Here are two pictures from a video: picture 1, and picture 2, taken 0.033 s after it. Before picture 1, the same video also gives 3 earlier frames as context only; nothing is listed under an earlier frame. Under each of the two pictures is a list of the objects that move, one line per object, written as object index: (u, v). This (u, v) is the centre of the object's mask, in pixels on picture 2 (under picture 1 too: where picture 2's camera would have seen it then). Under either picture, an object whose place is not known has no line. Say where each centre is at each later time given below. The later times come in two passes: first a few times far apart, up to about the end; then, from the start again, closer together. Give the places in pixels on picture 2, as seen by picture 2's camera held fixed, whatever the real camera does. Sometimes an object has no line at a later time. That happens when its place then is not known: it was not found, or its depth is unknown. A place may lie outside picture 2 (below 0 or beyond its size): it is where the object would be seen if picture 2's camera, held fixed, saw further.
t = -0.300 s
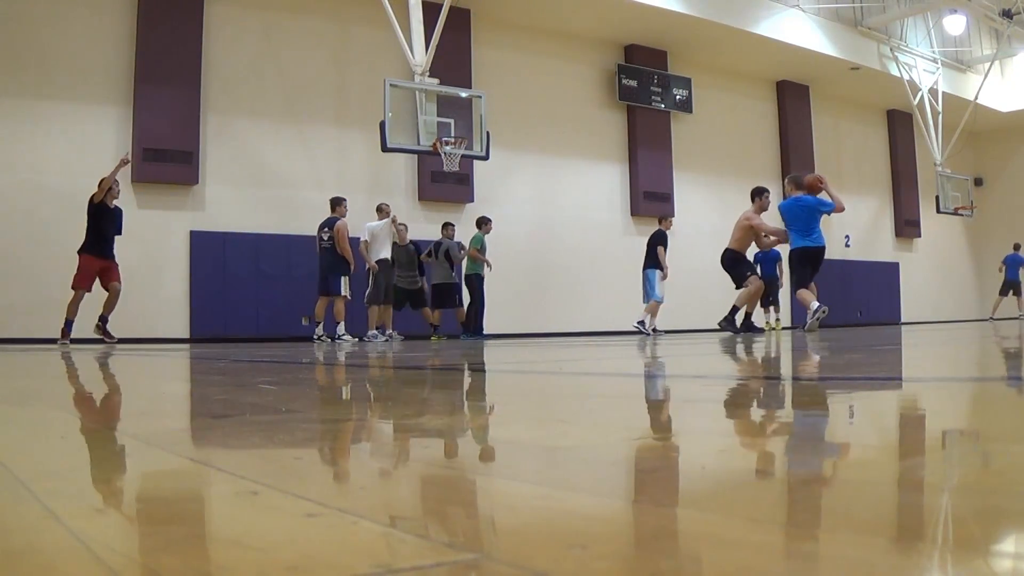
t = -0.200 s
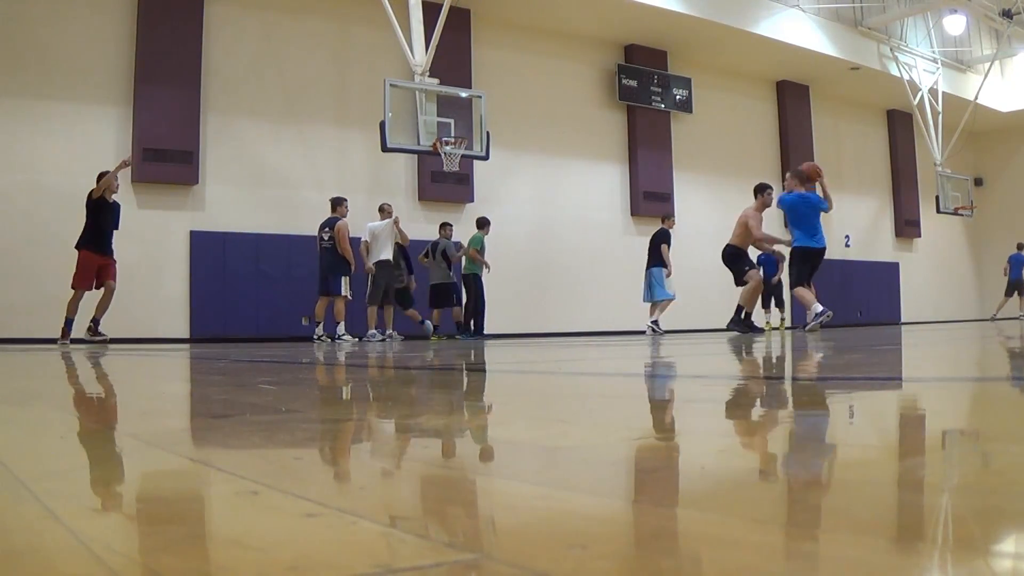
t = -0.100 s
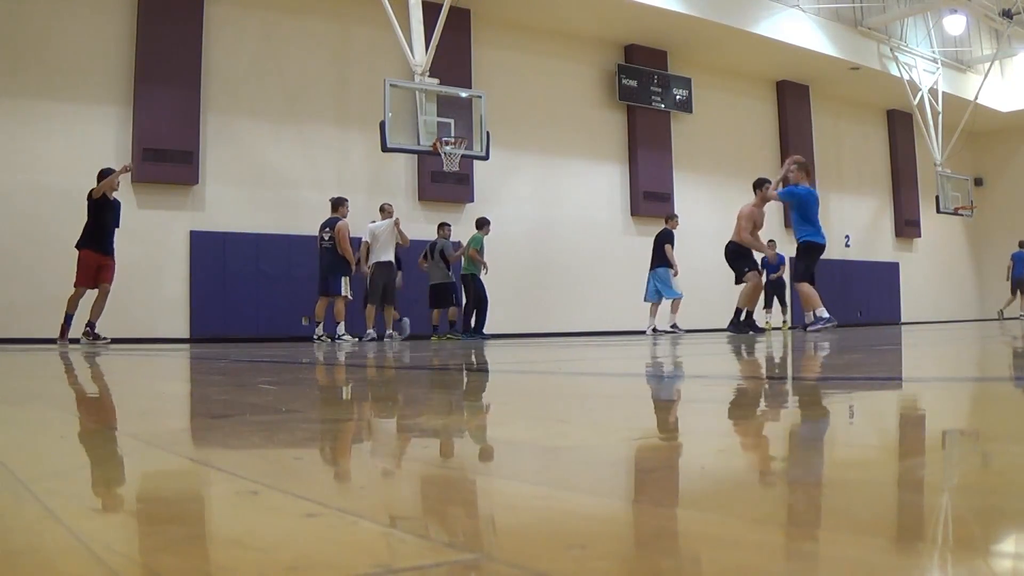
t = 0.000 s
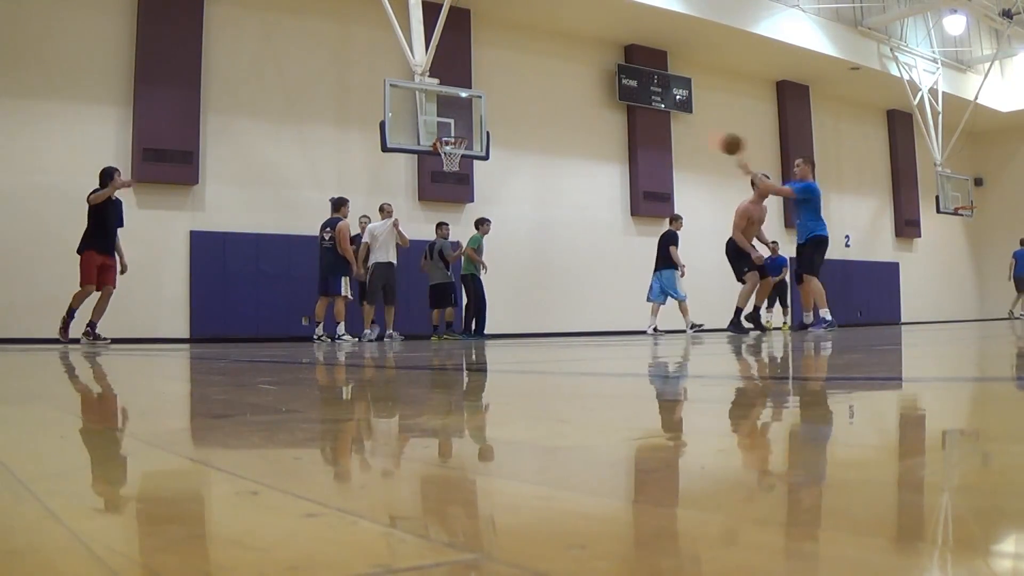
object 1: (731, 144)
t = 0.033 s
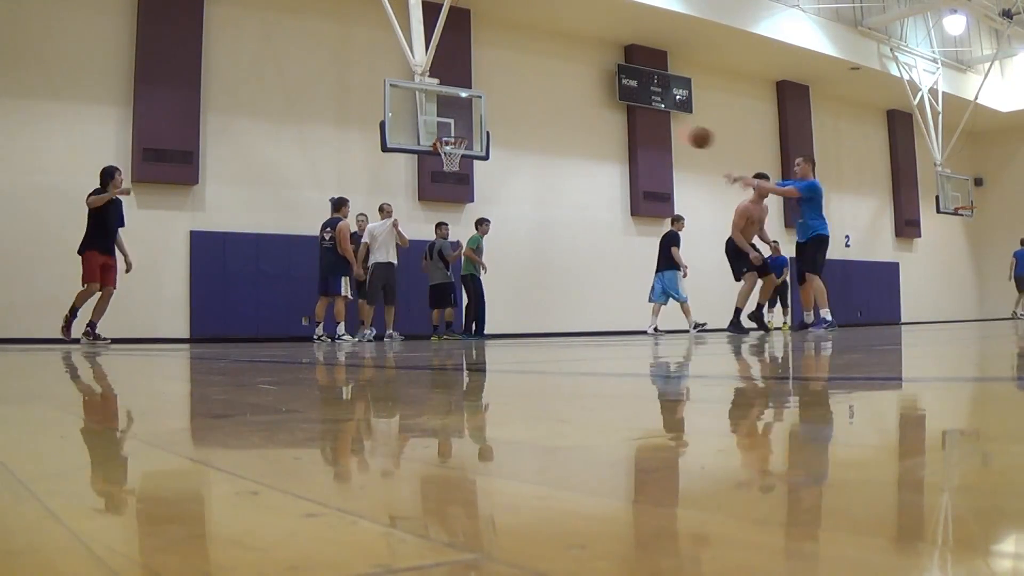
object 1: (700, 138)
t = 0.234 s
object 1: (501, 118)
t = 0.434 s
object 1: (287, 136)
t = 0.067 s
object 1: (667, 131)
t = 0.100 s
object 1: (636, 125)
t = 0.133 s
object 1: (602, 123)
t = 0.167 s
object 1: (569, 121)
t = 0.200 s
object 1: (536, 119)
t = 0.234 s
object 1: (501, 118)
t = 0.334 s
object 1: (397, 122)
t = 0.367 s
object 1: (359, 126)
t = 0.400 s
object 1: (324, 130)
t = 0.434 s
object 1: (287, 136)
